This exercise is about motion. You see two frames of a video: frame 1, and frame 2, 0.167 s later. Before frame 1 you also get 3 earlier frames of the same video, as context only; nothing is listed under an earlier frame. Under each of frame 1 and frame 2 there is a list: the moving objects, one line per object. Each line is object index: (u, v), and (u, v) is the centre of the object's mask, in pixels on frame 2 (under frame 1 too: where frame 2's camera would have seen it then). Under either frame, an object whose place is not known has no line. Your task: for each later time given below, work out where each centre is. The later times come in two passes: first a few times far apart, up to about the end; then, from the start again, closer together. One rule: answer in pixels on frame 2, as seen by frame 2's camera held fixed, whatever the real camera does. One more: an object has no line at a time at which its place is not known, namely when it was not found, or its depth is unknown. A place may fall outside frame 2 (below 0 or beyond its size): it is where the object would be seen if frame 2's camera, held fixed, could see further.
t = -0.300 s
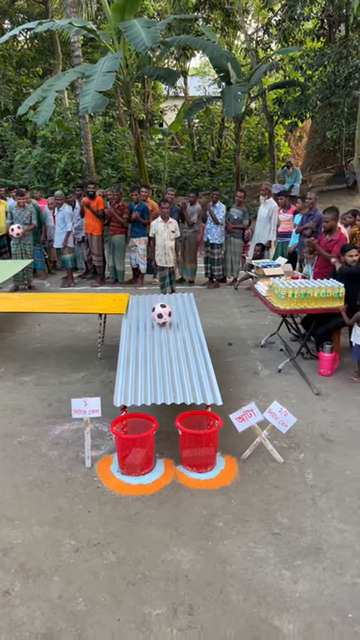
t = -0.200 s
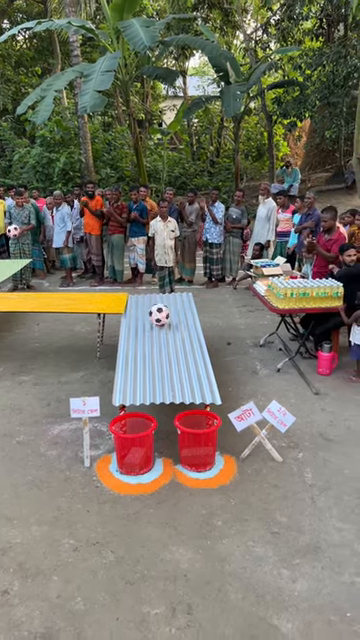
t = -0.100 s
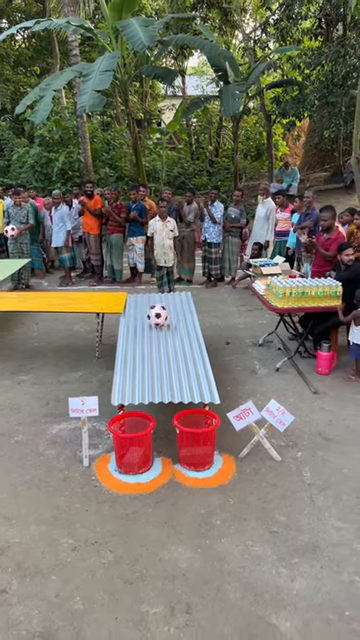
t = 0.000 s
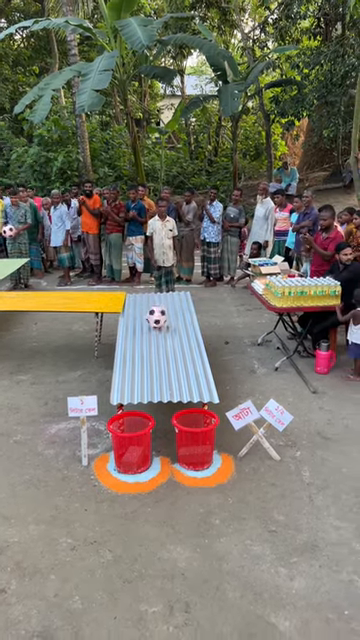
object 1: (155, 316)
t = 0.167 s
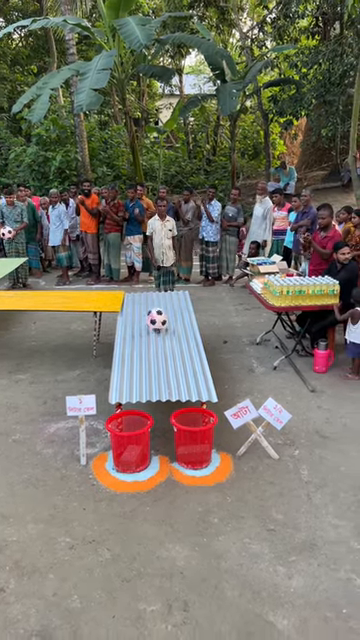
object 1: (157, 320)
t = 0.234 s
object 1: (158, 320)
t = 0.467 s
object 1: (157, 325)
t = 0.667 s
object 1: (159, 330)
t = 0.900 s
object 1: (159, 336)
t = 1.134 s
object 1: (156, 344)
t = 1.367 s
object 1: (159, 352)
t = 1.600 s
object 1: (164, 361)
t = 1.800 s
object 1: (162, 371)
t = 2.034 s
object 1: (162, 383)
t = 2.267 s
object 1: (167, 406)
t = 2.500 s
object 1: (158, 432)
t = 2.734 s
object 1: (149, 470)
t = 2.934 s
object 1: (141, 467)
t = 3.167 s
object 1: (132, 534)
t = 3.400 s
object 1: (118, 527)
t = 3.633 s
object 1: (103, 580)
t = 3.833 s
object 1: (88, 595)
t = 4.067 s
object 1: (66, 638)
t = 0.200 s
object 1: (157, 320)
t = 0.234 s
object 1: (158, 320)
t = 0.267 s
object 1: (158, 321)
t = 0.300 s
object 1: (158, 322)
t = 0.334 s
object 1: (158, 322)
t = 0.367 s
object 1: (158, 323)
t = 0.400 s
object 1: (158, 324)
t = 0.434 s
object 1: (157, 325)
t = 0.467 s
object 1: (157, 325)
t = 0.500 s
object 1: (157, 326)
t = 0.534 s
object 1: (157, 327)
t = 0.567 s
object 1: (158, 328)
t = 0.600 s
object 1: (158, 329)
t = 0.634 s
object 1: (158, 329)
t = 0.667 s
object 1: (159, 330)
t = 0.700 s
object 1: (159, 331)
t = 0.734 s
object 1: (160, 332)
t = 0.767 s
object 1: (160, 332)
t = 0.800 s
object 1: (160, 333)
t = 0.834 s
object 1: (160, 334)
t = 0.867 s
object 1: (160, 336)
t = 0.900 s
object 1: (159, 336)
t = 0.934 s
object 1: (159, 337)
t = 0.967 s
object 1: (158, 338)
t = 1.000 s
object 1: (158, 339)
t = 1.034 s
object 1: (157, 341)
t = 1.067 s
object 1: (157, 342)
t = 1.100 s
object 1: (157, 343)
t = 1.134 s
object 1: (156, 344)
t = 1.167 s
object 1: (157, 344)
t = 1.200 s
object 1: (157, 345)
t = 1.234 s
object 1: (157, 347)
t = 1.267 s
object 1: (157, 348)
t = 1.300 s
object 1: (158, 349)
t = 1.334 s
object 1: (158, 351)
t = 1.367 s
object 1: (159, 352)
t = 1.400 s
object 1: (160, 354)
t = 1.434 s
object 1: (161, 355)
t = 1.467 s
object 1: (162, 356)
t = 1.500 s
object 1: (162, 357)
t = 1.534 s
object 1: (163, 358)
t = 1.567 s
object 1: (163, 360)
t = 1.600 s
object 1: (164, 361)
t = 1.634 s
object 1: (164, 363)
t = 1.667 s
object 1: (164, 364)
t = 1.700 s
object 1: (164, 367)
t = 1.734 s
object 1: (163, 367)
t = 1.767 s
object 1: (164, 369)
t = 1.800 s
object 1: (162, 371)
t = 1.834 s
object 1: (162, 375)
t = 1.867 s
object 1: (163, 376)
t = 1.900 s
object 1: (162, 376)
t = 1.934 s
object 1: (162, 378)
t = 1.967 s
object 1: (162, 380)
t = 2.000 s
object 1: (162, 381)
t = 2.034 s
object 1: (162, 383)
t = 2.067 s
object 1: (163, 385)
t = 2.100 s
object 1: (164, 388)
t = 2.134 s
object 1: (165, 390)
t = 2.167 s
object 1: (165, 394)
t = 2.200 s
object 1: (166, 399)
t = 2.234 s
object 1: (166, 403)
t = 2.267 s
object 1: (167, 406)
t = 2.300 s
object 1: (165, 405)
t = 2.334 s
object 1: (165, 406)
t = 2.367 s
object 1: (163, 408)
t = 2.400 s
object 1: (162, 412)
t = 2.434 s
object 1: (160, 416)
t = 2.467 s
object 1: (159, 423)
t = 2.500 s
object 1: (158, 432)
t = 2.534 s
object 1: (157, 441)
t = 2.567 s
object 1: (155, 452)
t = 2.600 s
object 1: (154, 465)
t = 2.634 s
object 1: (152, 481)
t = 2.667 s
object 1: (152, 483)
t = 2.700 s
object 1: (150, 475)
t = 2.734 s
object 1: (149, 470)
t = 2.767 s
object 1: (147, 466)
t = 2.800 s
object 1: (146, 463)
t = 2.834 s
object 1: (144, 462)
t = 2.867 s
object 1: (143, 462)
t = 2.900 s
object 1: (142, 464)
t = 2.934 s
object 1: (141, 467)
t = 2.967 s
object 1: (139, 473)
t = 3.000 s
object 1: (138, 480)
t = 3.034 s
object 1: (137, 488)
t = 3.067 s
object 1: (136, 500)
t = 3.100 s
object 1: (134, 512)
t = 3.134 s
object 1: (133, 525)
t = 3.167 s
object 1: (132, 534)
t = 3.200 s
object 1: (130, 528)
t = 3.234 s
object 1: (128, 524)
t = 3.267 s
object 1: (126, 521)
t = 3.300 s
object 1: (124, 519)
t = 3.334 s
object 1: (122, 520)
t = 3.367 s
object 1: (120, 523)
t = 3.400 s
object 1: (118, 527)
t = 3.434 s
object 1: (116, 532)
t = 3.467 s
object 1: (114, 540)
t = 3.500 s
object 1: (112, 550)
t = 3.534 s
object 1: (110, 562)
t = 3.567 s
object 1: (108, 576)
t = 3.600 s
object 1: (106, 583)
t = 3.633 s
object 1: (103, 580)
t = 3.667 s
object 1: (101, 577)
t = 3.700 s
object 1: (98, 577)
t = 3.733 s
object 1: (95, 578)
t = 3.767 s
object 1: (93, 581)
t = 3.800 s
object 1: (90, 587)
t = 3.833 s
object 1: (88, 595)
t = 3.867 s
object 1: (86, 603)
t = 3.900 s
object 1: (82, 616)
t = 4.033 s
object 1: (70, 636)
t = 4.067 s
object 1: (66, 638)
